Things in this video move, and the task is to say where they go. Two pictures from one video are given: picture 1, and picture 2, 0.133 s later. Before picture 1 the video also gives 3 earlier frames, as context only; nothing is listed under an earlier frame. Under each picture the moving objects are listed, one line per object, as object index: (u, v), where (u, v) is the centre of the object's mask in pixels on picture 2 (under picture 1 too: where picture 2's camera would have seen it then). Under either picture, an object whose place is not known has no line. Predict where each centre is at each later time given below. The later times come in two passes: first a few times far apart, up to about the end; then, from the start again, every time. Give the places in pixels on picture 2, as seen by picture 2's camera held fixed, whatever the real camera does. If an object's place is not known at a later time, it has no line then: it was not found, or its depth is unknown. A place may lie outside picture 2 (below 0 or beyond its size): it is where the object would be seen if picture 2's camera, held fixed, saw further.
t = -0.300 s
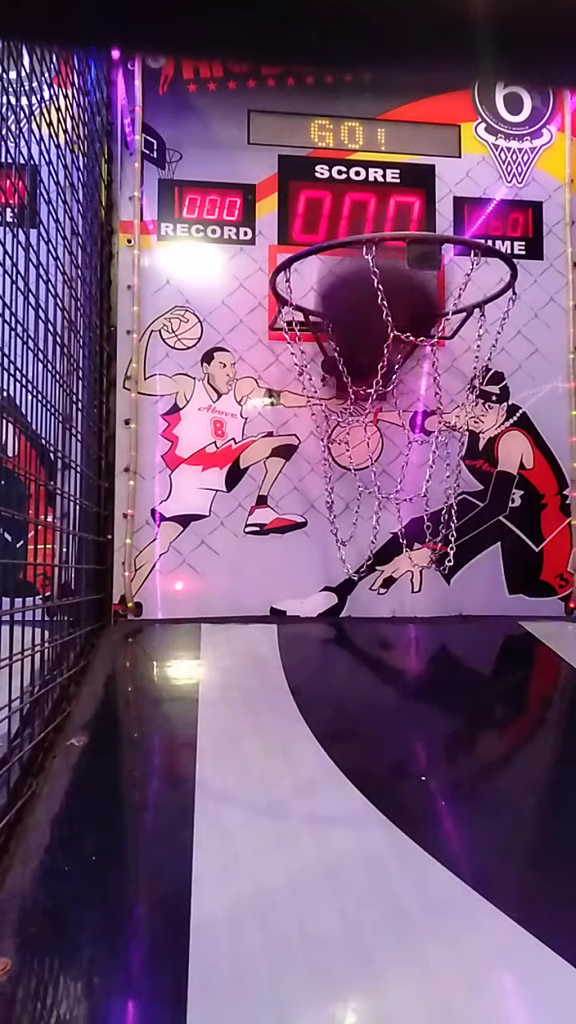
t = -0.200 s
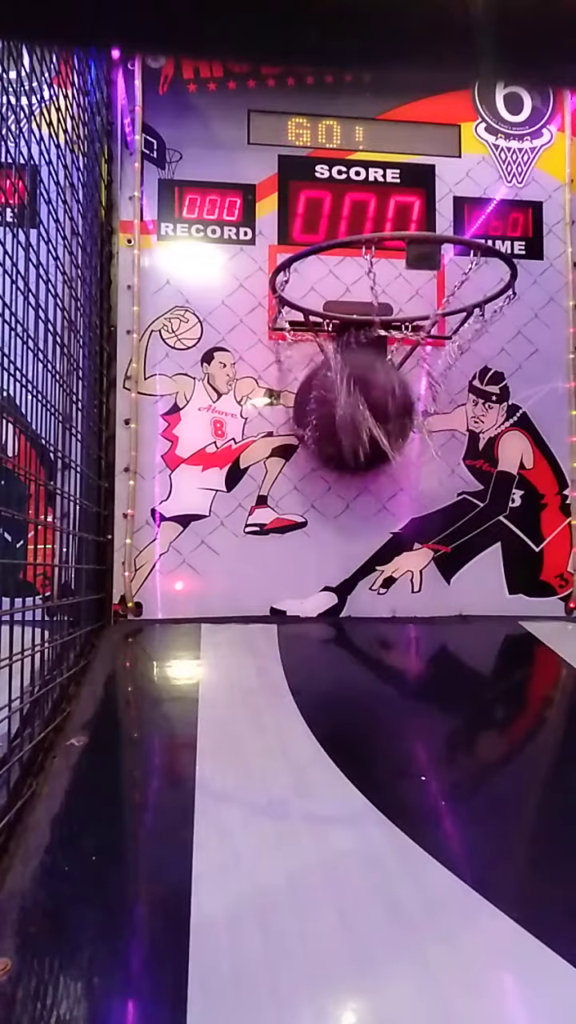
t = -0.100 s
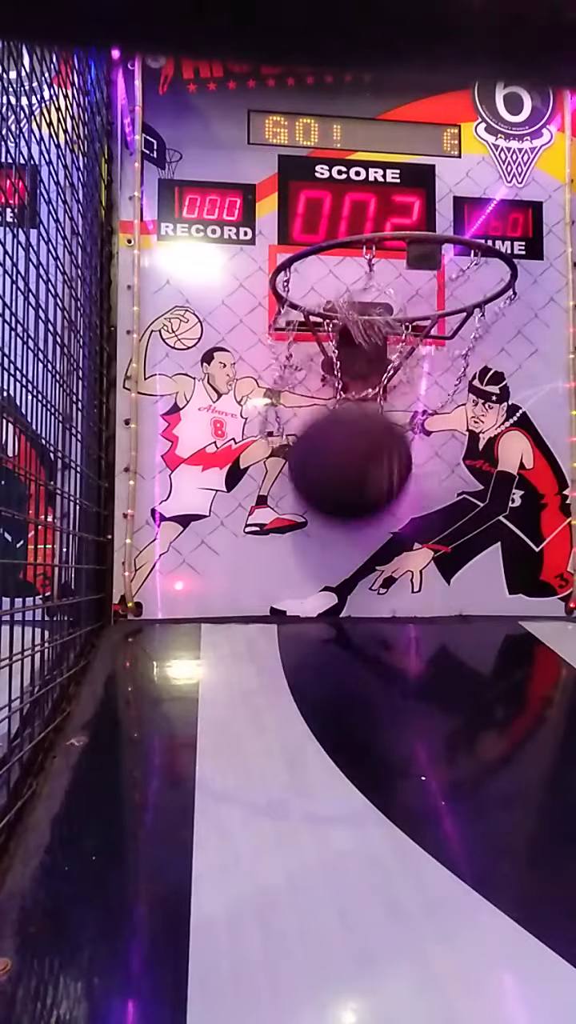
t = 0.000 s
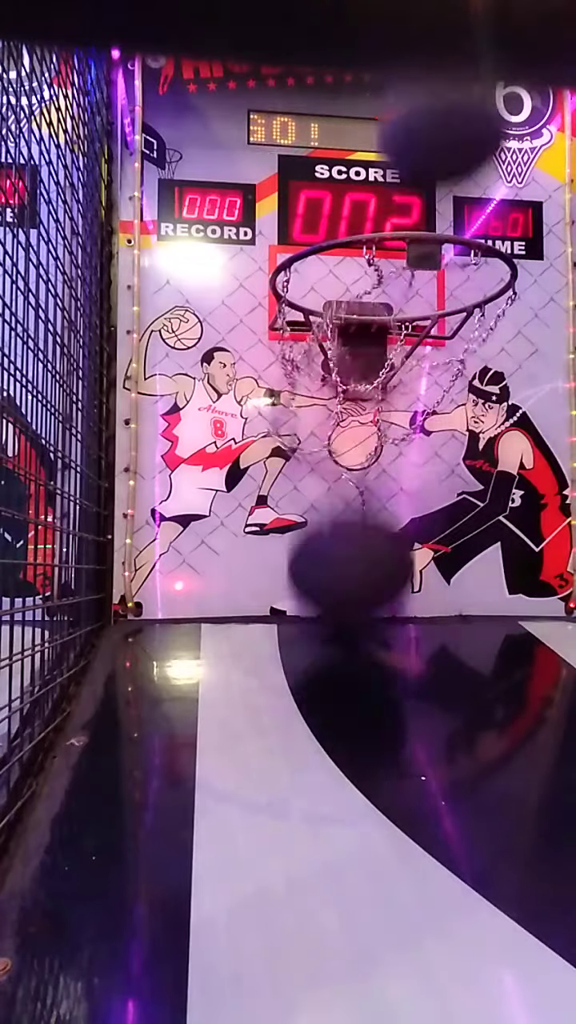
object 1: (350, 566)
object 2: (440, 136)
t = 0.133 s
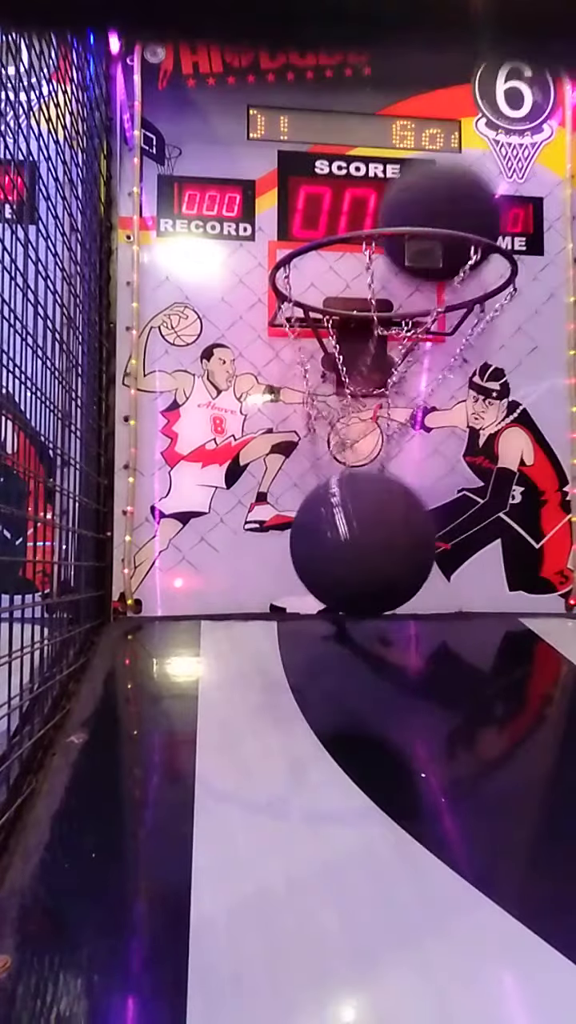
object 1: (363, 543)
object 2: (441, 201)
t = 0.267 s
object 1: (382, 577)
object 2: (458, 156)
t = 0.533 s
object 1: (460, 765)
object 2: (520, 128)
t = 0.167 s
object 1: (366, 539)
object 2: (445, 188)
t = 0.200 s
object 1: (371, 542)
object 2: (448, 177)
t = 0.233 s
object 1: (376, 551)
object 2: (452, 166)
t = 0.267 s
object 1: (382, 577)
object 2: (458, 156)
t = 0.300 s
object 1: (391, 615)
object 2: (463, 154)
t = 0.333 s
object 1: (394, 674)
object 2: (470, 156)
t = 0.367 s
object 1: (404, 707)
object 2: (477, 165)
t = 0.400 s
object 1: (414, 705)
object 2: (485, 151)
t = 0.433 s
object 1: (421, 702)
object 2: (496, 139)
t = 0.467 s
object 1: (436, 709)
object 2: (504, 133)
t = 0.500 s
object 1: (454, 731)
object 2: (512, 129)
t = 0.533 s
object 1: (460, 765)
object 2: (520, 128)
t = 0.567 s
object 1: (466, 825)
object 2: (528, 131)
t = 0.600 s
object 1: (474, 892)
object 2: (536, 136)
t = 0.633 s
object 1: (480, 927)
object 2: (546, 153)
